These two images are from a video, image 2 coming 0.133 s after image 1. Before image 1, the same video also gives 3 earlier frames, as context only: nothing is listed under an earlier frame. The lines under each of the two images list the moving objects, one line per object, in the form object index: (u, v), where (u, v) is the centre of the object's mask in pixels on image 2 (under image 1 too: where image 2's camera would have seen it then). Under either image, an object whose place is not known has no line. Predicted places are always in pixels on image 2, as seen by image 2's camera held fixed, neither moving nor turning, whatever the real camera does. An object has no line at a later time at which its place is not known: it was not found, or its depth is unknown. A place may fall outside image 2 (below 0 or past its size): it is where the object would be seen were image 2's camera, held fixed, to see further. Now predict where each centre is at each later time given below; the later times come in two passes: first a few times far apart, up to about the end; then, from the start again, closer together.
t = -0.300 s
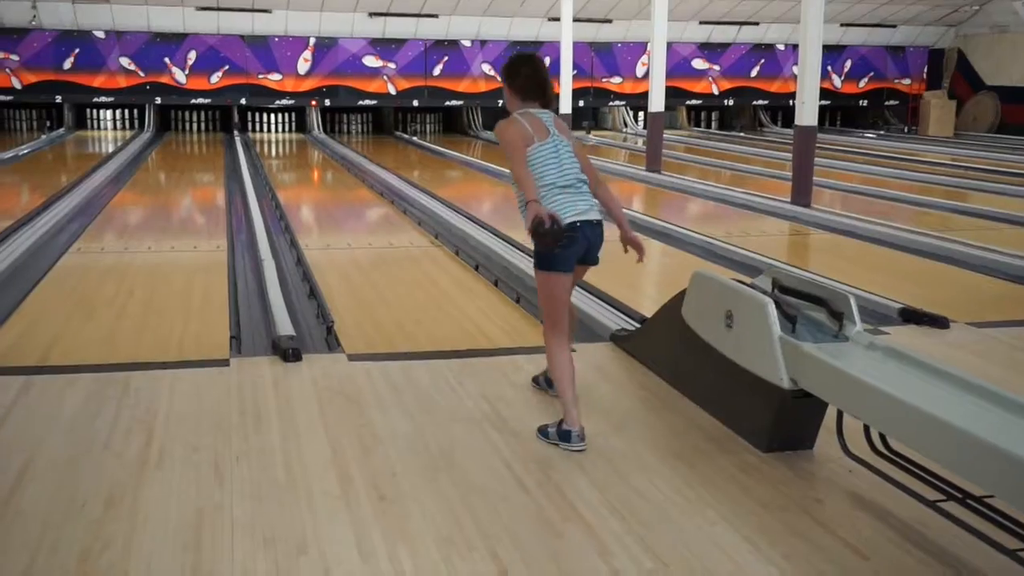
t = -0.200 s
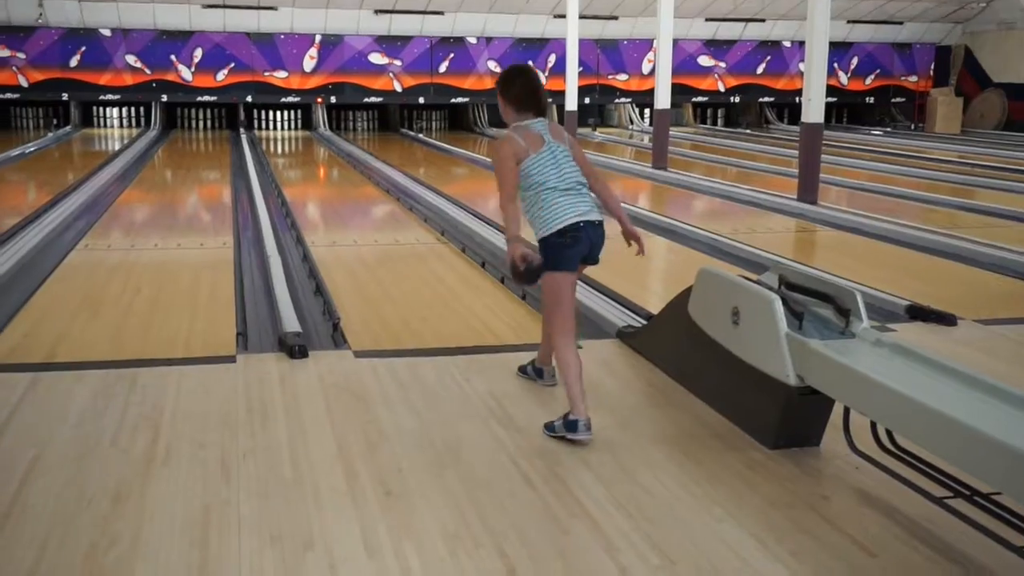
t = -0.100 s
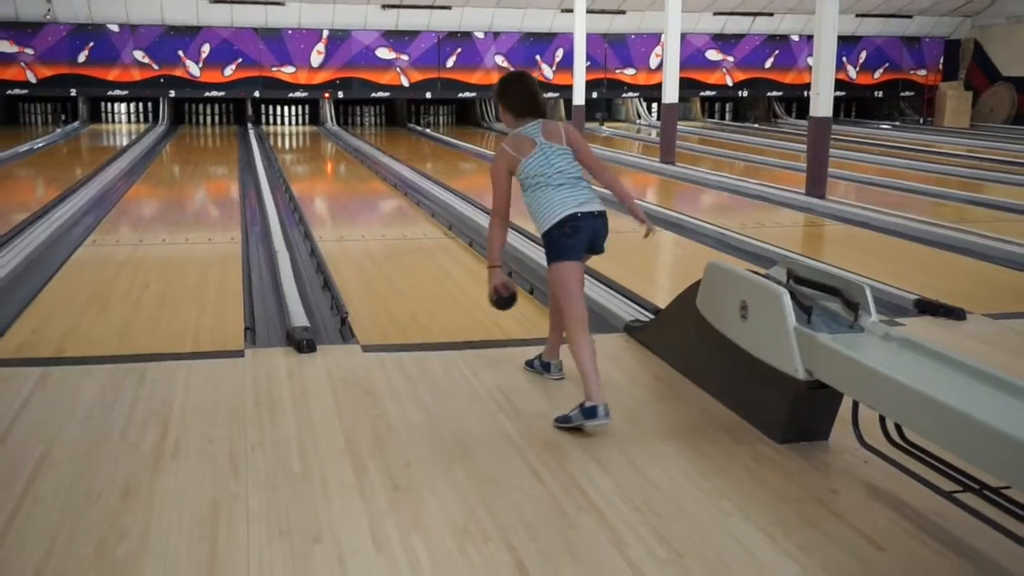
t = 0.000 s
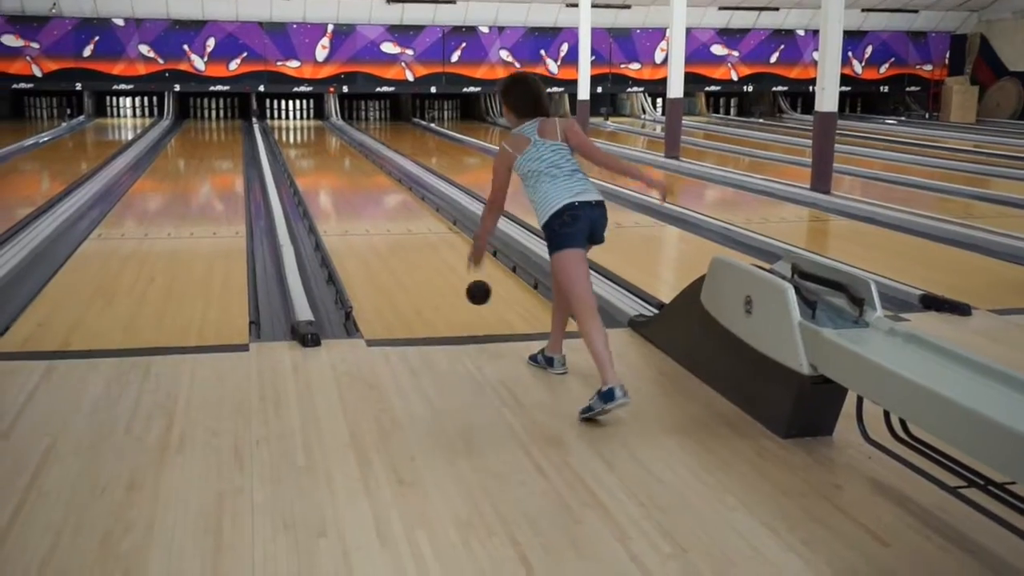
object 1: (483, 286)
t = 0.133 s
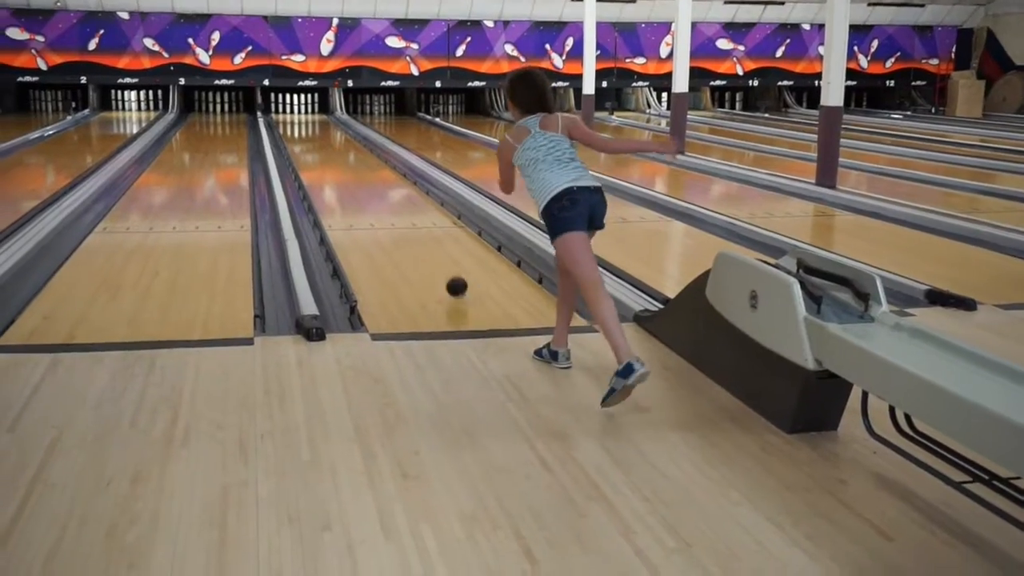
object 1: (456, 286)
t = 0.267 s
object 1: (438, 261)
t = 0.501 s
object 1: (415, 227)
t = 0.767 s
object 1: (400, 199)
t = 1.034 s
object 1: (390, 181)
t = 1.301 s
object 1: (384, 167)
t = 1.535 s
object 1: (380, 159)
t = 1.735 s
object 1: (369, 152)
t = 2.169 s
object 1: (350, 140)
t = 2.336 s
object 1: (344, 137)
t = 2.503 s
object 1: (338, 133)
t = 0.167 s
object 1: (451, 277)
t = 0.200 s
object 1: (446, 269)
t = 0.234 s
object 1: (442, 264)
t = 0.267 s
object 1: (438, 261)
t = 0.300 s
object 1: (434, 255)
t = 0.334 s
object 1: (430, 248)
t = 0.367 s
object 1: (427, 244)
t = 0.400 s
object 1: (424, 240)
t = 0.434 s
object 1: (421, 235)
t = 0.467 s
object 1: (418, 231)
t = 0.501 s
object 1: (415, 227)
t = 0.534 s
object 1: (413, 223)
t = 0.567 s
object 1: (411, 219)
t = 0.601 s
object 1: (408, 215)
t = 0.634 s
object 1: (407, 212)
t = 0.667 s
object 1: (405, 208)
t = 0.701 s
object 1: (403, 205)
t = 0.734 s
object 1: (401, 202)
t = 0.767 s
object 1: (400, 199)
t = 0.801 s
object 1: (398, 196)
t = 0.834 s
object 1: (397, 193)
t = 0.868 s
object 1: (395, 191)
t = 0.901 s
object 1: (394, 188)
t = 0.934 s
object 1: (393, 186)
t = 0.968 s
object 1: (392, 184)
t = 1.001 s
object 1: (391, 183)
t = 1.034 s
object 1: (390, 181)
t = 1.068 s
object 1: (389, 178)
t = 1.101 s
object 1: (388, 176)
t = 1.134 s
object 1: (387, 175)
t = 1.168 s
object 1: (387, 173)
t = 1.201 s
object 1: (386, 171)
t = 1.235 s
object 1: (385, 170)
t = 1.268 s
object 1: (384, 168)
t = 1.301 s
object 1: (384, 167)
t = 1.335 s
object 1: (383, 165)
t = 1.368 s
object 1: (382, 164)
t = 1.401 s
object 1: (382, 163)
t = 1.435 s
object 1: (381, 162)
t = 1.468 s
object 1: (381, 161)
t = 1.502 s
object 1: (380, 159)
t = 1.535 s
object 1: (380, 159)
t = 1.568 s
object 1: (378, 157)
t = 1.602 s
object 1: (376, 156)
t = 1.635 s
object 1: (374, 155)
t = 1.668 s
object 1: (373, 154)
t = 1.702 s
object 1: (371, 153)
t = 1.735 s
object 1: (369, 152)
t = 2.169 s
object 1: (350, 140)
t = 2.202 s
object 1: (349, 139)
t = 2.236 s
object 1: (348, 138)
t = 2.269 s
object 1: (347, 138)
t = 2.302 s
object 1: (346, 137)
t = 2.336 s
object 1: (344, 137)
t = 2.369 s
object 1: (343, 136)
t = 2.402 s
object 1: (342, 134)
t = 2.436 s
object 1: (340, 135)
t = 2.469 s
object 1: (339, 134)
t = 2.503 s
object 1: (338, 133)
